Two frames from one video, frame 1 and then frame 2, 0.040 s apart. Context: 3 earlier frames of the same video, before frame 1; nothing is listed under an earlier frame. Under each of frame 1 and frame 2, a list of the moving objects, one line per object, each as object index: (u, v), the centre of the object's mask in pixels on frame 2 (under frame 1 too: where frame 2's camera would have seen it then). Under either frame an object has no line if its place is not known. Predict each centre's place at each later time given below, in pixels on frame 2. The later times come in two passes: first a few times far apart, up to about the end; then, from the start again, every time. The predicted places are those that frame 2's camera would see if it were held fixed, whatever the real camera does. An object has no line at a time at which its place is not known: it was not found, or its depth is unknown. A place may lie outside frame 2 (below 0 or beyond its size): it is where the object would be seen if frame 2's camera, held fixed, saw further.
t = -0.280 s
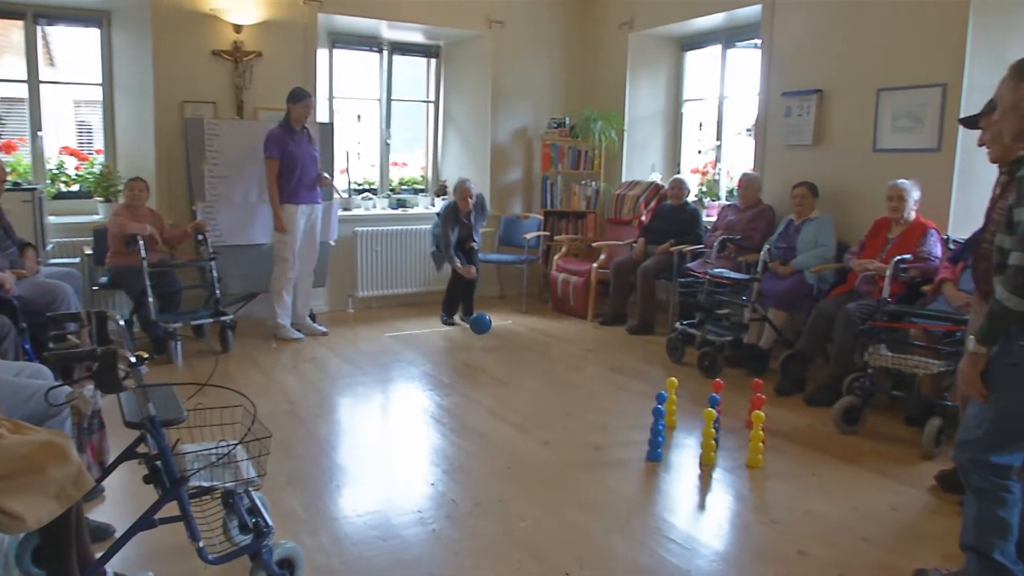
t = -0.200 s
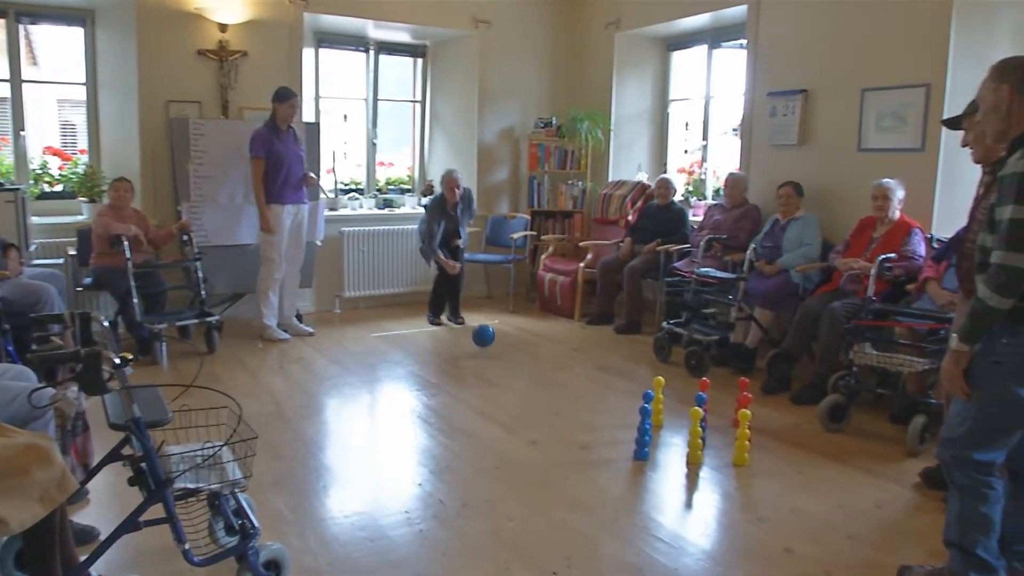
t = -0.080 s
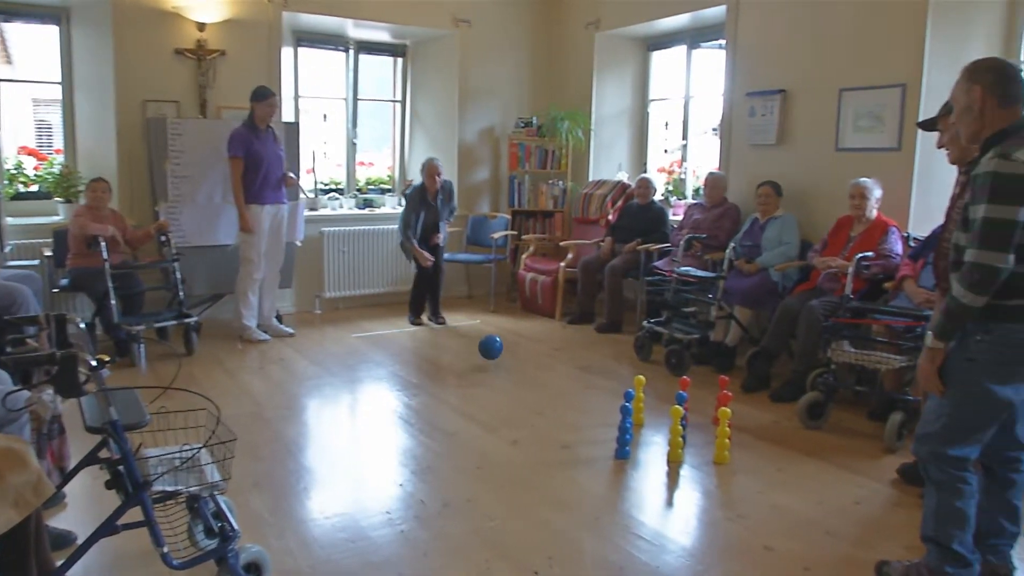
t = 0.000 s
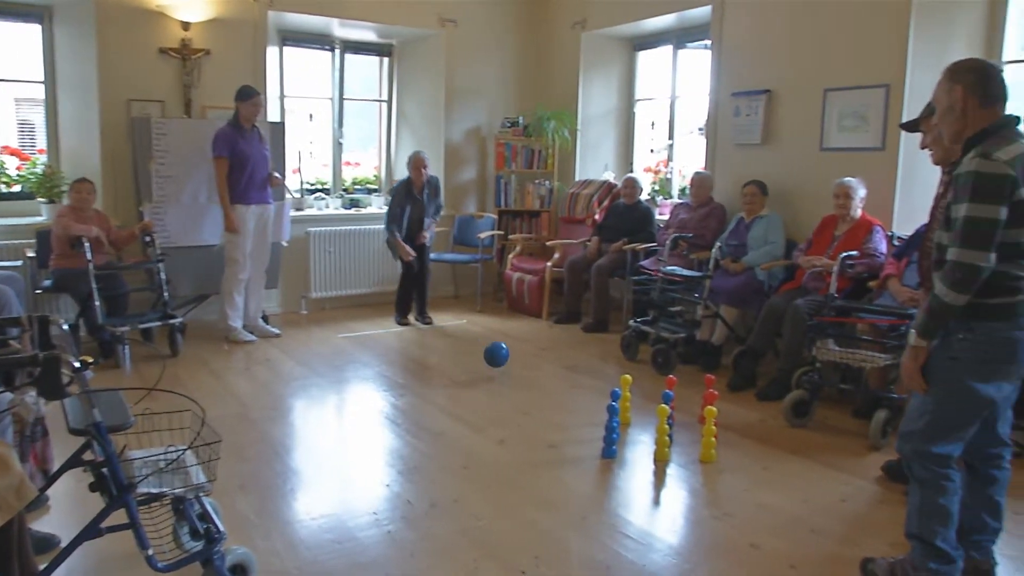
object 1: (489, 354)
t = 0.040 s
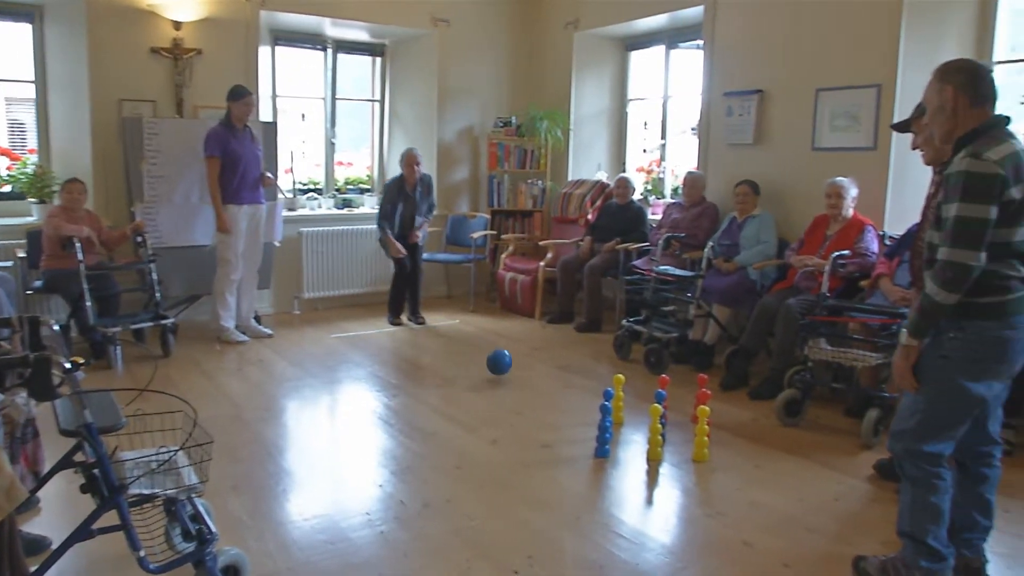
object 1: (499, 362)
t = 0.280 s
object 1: (568, 397)
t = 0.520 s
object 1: (645, 425)
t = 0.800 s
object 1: (720, 458)
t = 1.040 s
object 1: (780, 484)
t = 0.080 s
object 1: (510, 372)
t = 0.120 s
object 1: (520, 372)
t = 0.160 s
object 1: (532, 374)
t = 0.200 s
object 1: (543, 379)
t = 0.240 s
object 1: (555, 387)
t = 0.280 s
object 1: (568, 397)
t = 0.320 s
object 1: (581, 399)
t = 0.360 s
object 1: (591, 403)
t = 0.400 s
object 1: (612, 409)
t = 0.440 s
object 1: (624, 418)
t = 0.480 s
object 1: (635, 425)
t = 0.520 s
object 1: (645, 425)
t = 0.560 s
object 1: (665, 429)
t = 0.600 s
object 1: (678, 435)
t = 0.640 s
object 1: (686, 440)
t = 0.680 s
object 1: (694, 446)
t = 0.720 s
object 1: (702, 450)
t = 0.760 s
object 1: (711, 451)
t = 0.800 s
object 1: (720, 458)
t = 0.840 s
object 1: (730, 463)
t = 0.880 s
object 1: (739, 465)
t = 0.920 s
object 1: (749, 471)
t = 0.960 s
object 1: (759, 475)
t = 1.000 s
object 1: (770, 479)
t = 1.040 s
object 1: (780, 484)
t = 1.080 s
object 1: (791, 489)
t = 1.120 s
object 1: (802, 494)
